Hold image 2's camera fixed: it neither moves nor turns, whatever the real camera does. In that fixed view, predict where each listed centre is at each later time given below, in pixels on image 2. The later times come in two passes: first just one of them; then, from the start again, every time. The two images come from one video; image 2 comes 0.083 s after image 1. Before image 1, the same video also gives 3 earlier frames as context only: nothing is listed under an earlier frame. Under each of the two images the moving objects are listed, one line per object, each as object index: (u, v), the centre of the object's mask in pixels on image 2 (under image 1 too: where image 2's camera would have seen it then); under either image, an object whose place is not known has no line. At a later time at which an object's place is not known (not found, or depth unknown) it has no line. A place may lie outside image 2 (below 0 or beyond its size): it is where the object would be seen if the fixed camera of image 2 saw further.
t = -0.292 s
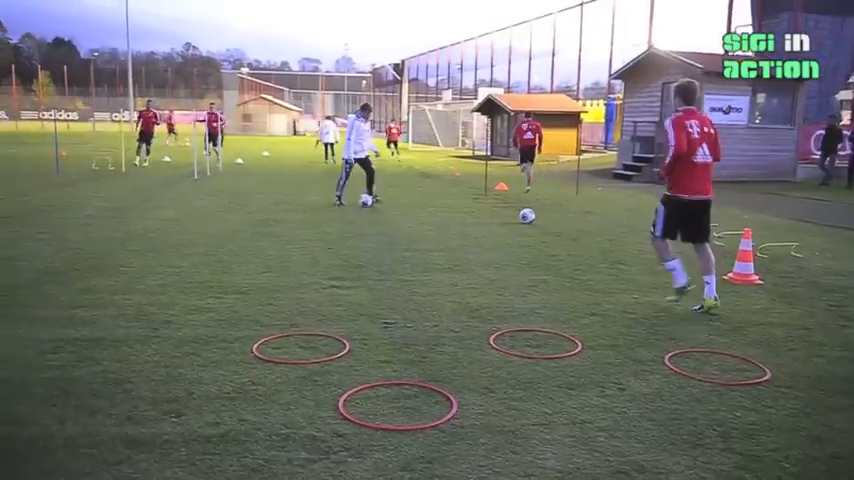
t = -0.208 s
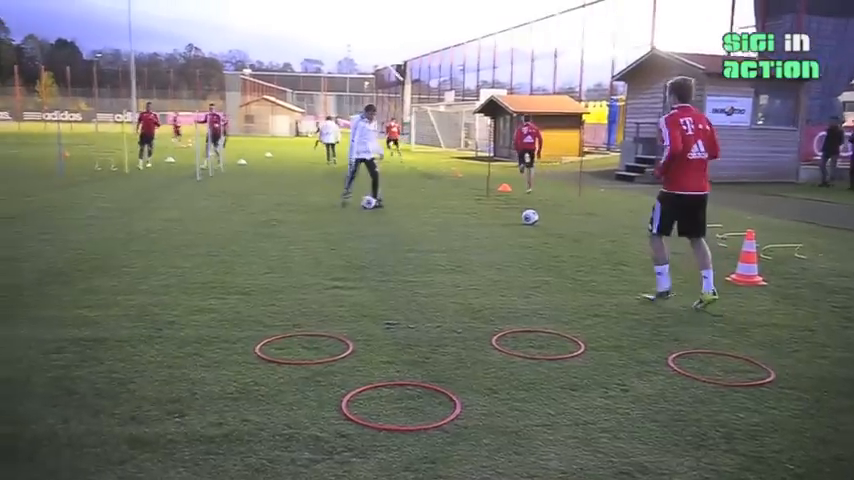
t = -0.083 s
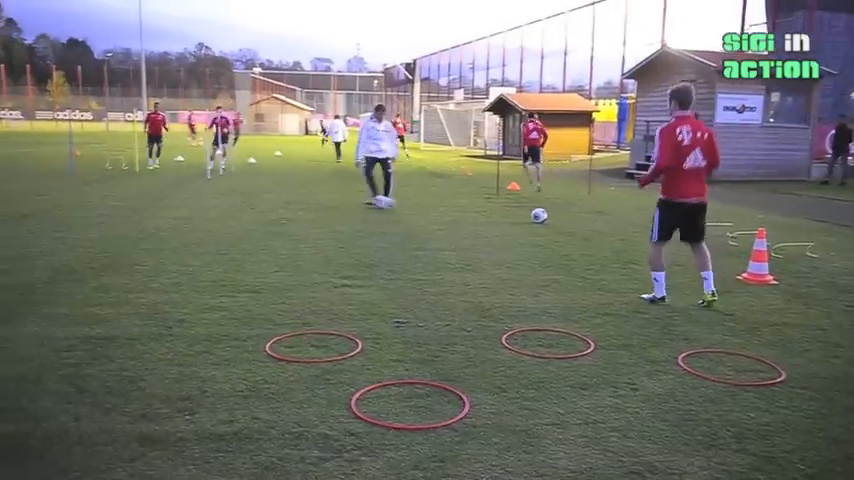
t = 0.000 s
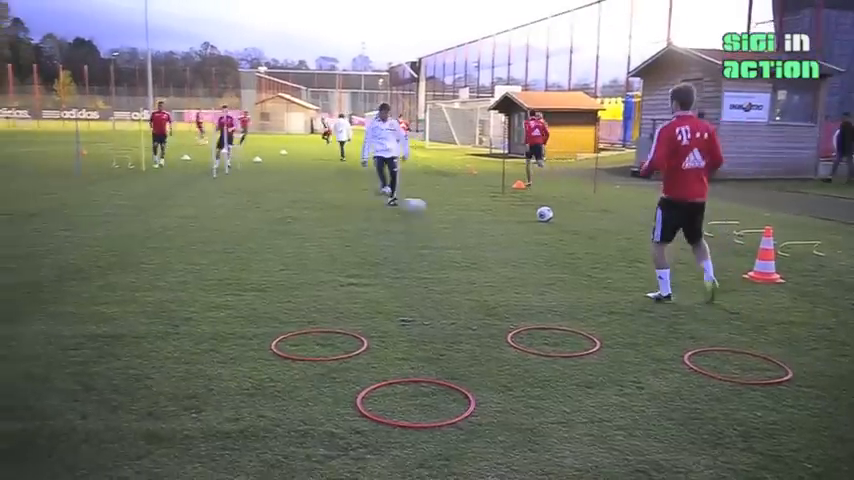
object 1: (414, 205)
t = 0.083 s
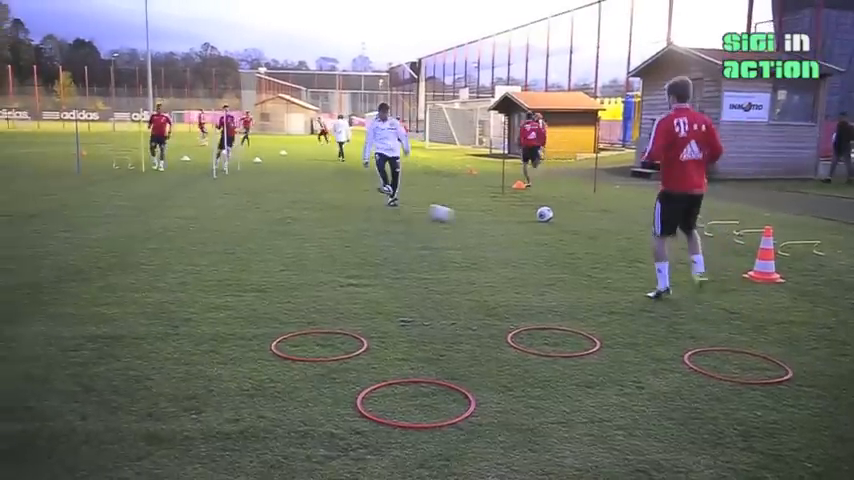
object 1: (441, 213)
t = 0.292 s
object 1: (521, 231)
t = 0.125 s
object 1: (456, 216)
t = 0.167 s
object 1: (470, 217)
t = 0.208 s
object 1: (487, 220)
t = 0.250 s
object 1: (504, 226)
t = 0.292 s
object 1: (521, 231)
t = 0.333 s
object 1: (539, 234)
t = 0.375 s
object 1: (559, 238)
